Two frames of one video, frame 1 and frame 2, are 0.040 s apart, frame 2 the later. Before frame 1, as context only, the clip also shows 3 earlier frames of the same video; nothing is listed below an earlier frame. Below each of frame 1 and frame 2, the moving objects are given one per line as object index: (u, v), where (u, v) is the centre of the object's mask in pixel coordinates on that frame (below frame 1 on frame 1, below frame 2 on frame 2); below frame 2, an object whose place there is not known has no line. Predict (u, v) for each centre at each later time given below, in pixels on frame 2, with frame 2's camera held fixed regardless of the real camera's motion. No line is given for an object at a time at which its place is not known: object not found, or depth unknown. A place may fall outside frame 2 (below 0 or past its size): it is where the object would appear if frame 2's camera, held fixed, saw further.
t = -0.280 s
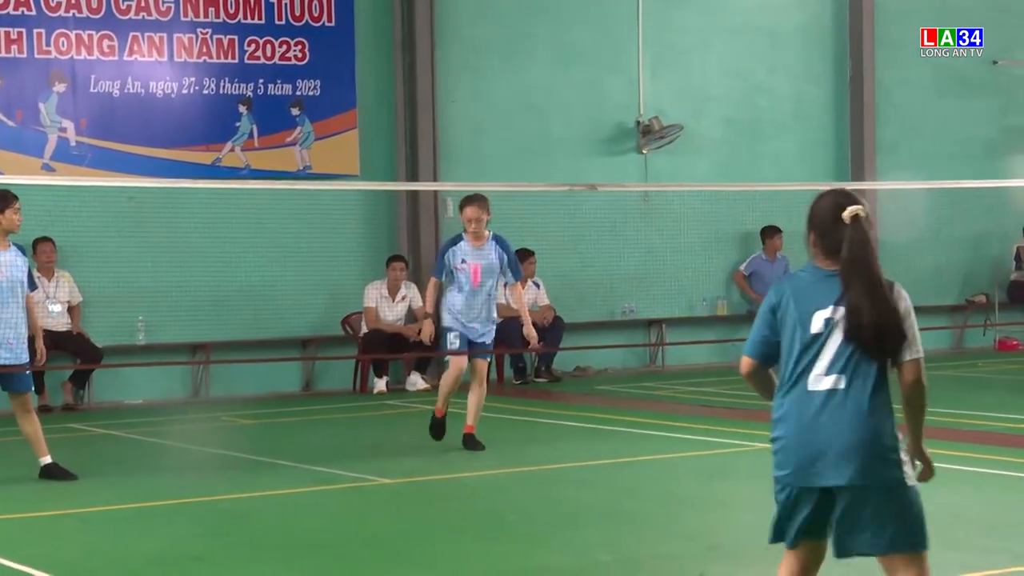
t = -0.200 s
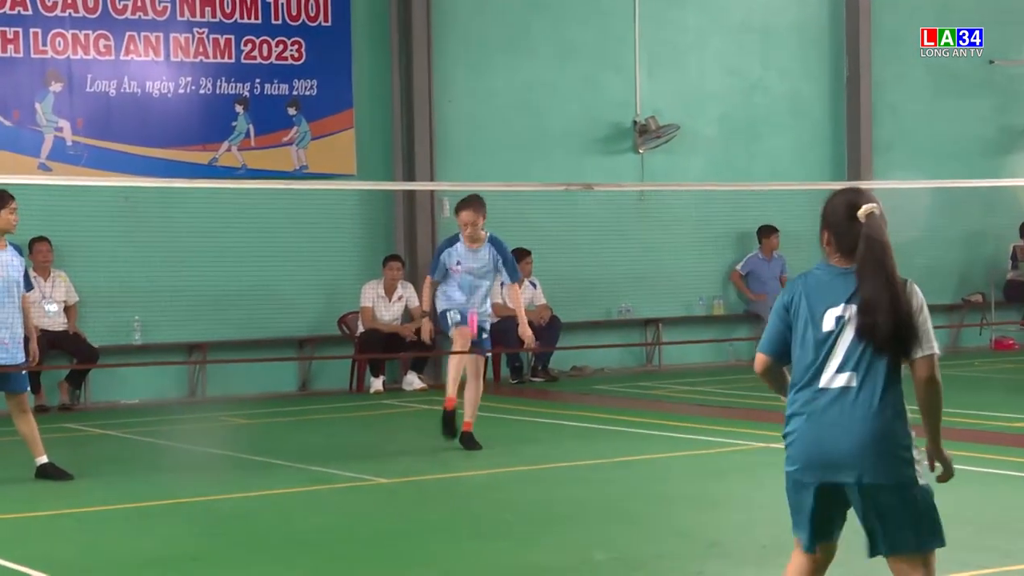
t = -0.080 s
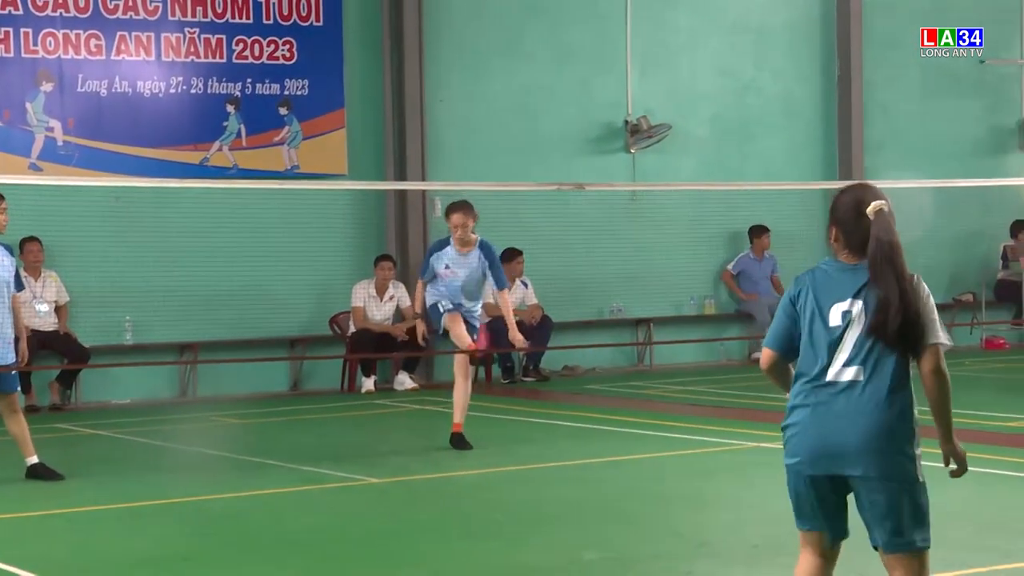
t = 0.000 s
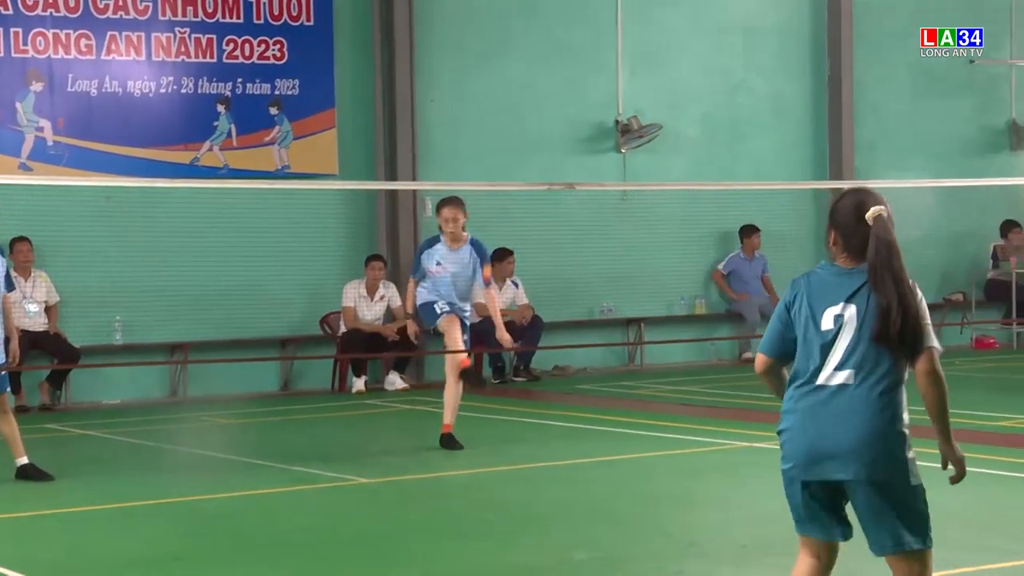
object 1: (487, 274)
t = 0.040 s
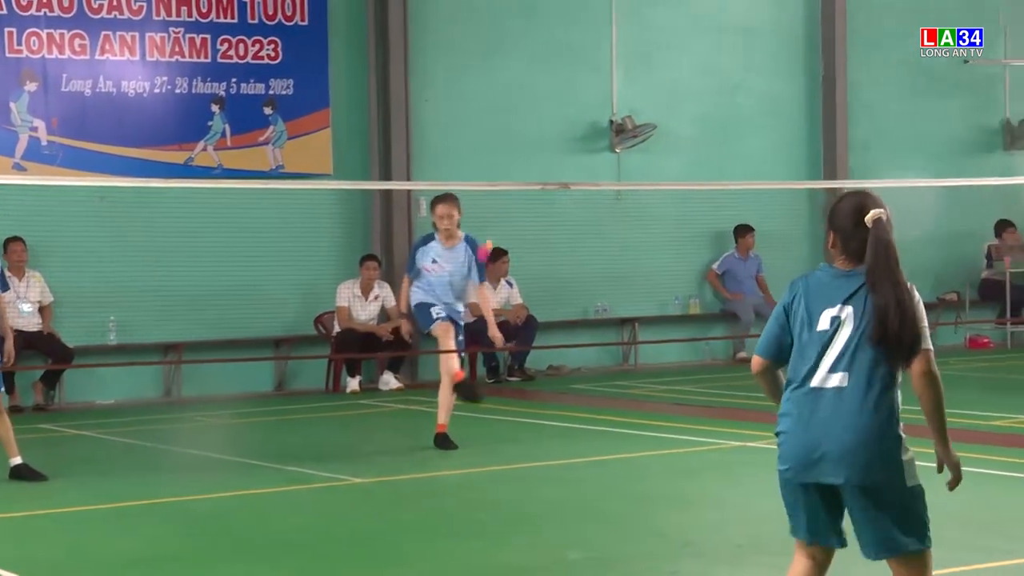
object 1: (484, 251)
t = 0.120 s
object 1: (498, 212)
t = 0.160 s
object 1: (505, 198)
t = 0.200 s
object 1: (514, 176)
